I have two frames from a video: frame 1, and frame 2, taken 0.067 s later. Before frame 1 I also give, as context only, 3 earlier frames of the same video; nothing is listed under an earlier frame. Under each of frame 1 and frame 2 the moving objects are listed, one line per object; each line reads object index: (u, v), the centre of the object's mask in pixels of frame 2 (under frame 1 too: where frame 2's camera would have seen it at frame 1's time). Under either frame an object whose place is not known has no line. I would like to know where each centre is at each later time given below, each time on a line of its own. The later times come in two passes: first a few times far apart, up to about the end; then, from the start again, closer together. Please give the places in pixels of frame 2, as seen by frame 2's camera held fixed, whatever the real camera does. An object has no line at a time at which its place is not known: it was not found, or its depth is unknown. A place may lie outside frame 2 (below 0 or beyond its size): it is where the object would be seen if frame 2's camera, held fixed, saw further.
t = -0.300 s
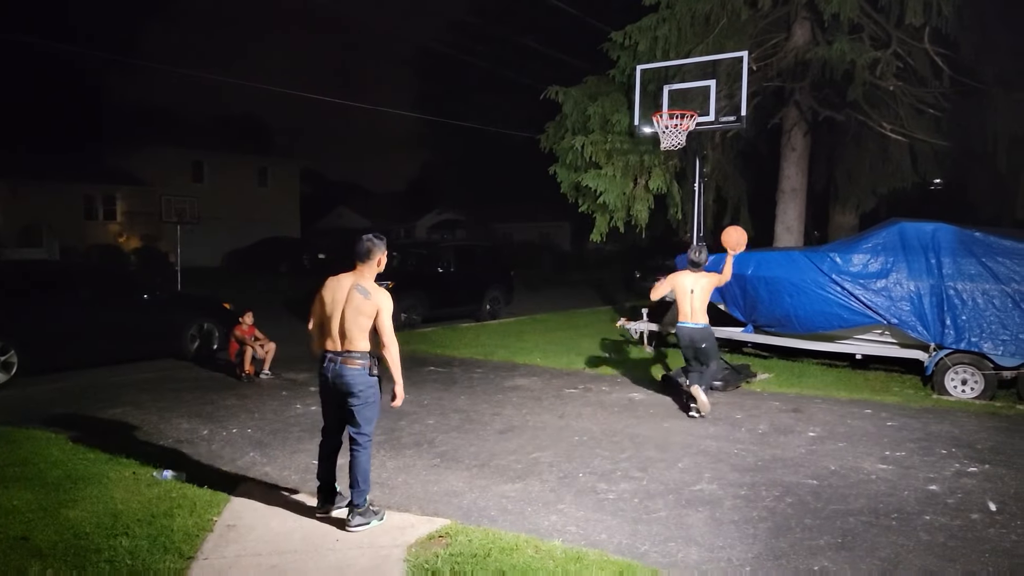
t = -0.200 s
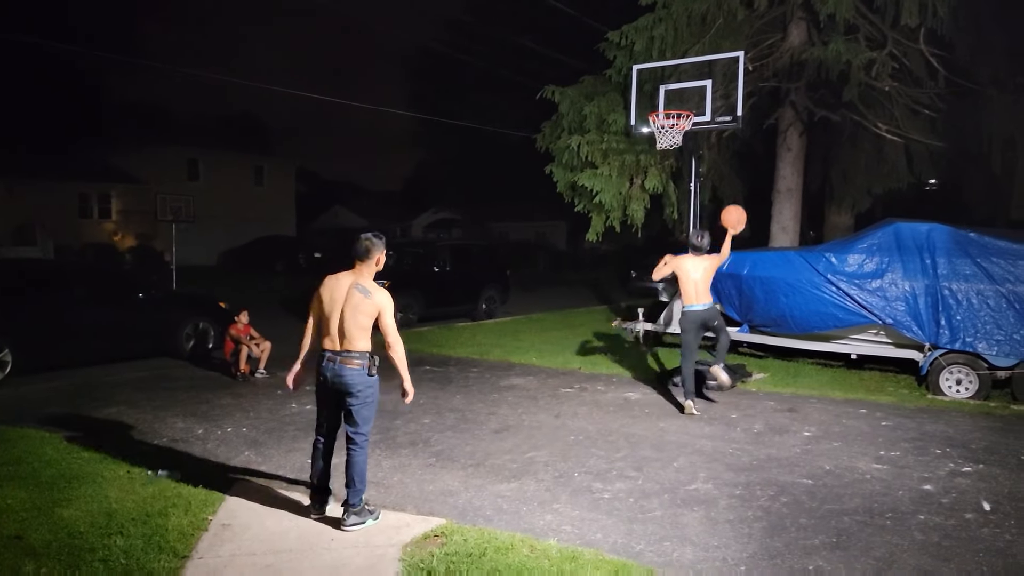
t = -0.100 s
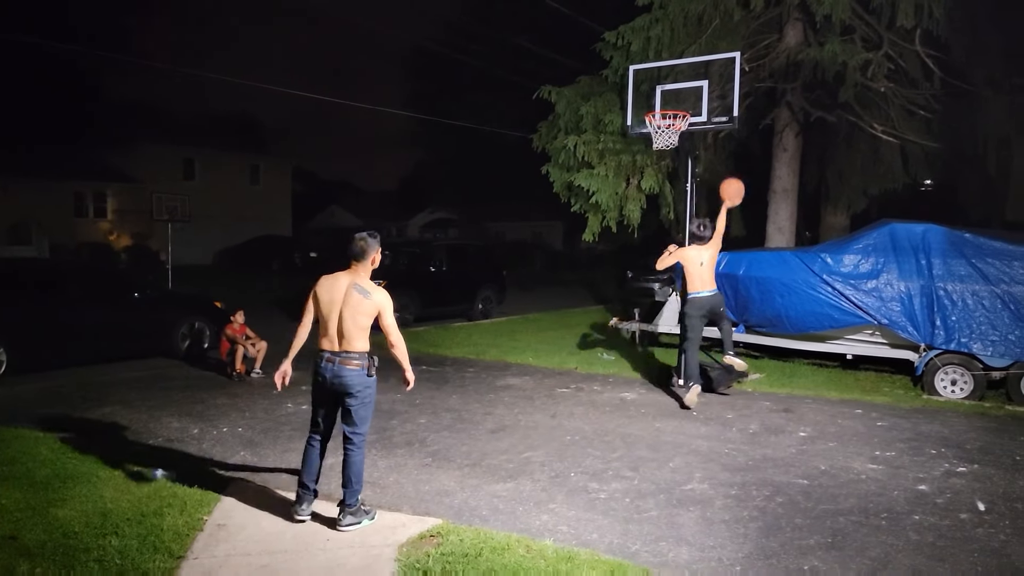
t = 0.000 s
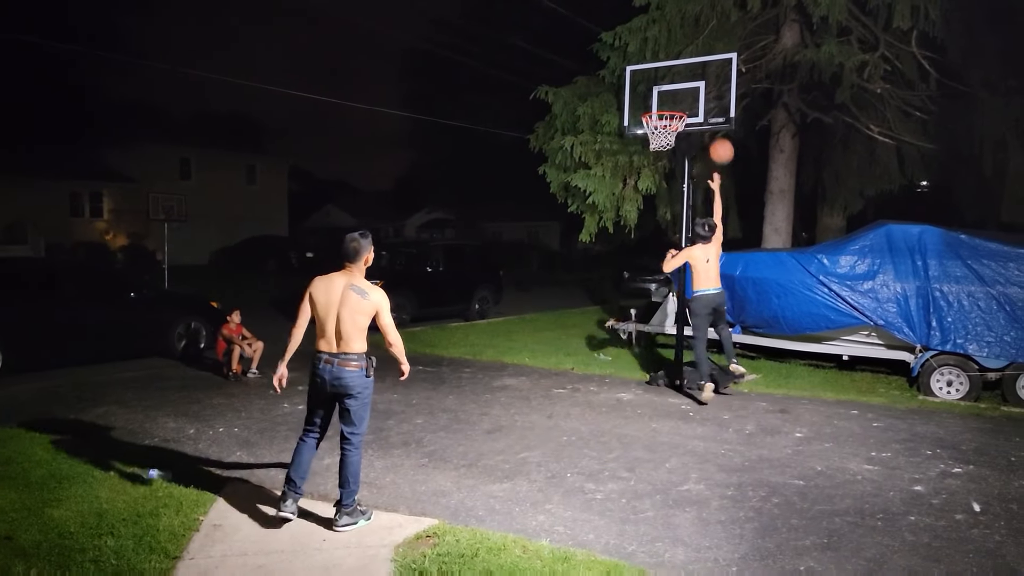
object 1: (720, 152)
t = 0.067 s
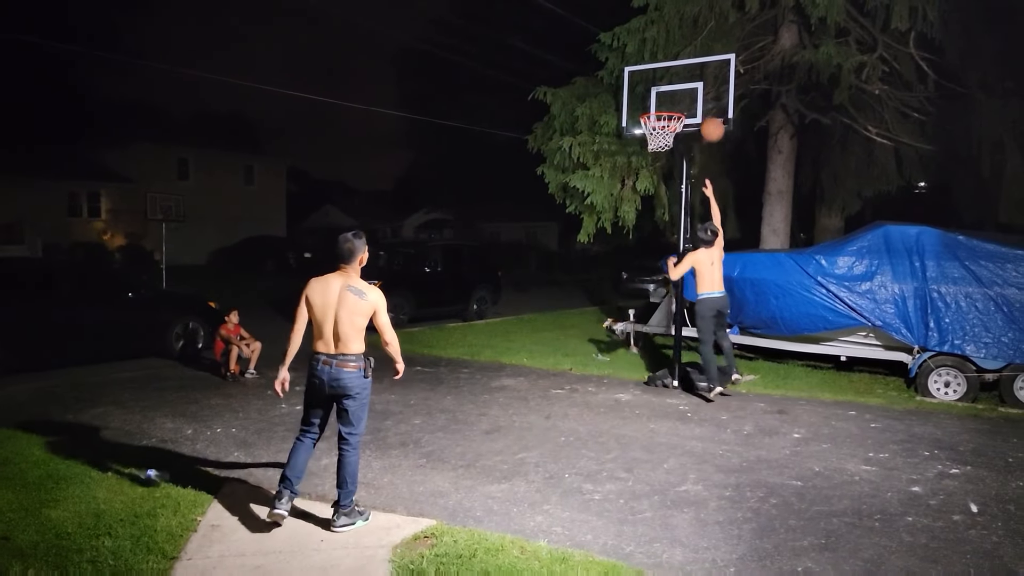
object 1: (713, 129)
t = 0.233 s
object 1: (694, 95)
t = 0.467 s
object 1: (657, 87)
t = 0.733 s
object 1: (615, 134)
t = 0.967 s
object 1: (577, 228)
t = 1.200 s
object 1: (537, 371)
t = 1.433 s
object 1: (536, 282)
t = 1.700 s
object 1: (539, 201)
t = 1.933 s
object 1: (542, 183)
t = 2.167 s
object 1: (545, 216)
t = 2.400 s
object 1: (549, 300)
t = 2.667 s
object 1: (551, 350)
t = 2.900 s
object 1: (548, 276)
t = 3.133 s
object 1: (545, 251)
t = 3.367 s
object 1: (542, 282)
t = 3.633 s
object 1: (539, 386)
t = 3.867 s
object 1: (537, 343)
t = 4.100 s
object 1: (534, 304)
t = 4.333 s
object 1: (531, 322)
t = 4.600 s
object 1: (530, 421)
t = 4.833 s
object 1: (537, 353)
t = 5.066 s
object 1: (546, 344)
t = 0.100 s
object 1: (709, 120)
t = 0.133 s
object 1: (705, 112)
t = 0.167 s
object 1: (702, 106)
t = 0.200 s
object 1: (698, 100)
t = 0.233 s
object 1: (694, 95)
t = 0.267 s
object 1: (689, 91)
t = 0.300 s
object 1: (684, 88)
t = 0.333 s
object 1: (679, 86)
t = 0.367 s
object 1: (673, 85)
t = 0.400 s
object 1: (668, 85)
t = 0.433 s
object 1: (663, 86)
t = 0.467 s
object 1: (657, 87)
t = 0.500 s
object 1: (651, 90)
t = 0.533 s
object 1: (646, 94)
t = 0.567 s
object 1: (640, 99)
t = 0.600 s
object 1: (638, 102)
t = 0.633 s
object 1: (633, 108)
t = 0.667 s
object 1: (627, 116)
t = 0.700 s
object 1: (620, 124)
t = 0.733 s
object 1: (615, 134)
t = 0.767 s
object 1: (610, 144)
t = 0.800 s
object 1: (604, 155)
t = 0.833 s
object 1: (599, 168)
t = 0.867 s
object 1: (594, 181)
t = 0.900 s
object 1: (588, 195)
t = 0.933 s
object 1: (582, 211)
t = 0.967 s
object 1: (577, 228)
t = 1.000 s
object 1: (571, 245)
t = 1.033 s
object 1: (566, 263)
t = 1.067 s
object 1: (560, 282)
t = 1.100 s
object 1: (555, 303)
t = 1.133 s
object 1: (549, 324)
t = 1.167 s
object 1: (544, 346)
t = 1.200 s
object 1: (537, 371)
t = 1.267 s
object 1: (534, 364)
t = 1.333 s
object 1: (535, 328)
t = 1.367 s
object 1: (535, 311)
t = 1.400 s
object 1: (535, 296)
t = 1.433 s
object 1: (536, 282)
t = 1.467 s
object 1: (536, 268)
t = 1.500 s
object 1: (536, 256)
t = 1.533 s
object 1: (537, 244)
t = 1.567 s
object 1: (537, 234)
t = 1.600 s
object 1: (538, 224)
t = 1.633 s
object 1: (538, 215)
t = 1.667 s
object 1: (538, 208)
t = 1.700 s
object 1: (539, 201)
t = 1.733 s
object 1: (539, 195)
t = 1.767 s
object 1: (540, 191)
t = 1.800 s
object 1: (540, 187)
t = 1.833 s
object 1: (541, 185)
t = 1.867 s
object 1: (541, 183)
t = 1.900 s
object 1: (541, 183)
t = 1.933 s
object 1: (542, 183)
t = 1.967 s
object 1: (542, 185)
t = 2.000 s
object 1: (543, 187)
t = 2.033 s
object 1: (543, 191)
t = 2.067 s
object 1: (544, 196)
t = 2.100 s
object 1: (544, 202)
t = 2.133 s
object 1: (545, 208)
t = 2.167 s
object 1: (545, 216)
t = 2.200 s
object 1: (546, 225)
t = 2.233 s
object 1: (547, 235)
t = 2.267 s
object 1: (547, 245)
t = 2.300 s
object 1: (548, 258)
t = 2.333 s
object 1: (548, 271)
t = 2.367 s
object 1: (549, 285)
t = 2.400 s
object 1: (549, 300)
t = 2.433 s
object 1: (550, 316)
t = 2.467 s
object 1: (551, 333)
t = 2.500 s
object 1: (551, 351)
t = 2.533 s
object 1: (551, 371)
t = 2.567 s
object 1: (552, 390)
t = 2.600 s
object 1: (551, 380)
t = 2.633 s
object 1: (551, 365)
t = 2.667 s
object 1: (551, 350)
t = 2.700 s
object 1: (550, 336)
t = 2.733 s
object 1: (550, 324)
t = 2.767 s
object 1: (550, 312)
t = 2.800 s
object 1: (549, 302)
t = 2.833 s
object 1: (548, 292)
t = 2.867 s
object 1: (548, 283)
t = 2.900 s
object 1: (548, 276)
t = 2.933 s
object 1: (548, 269)
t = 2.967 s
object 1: (547, 263)
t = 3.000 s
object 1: (547, 259)
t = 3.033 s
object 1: (546, 255)
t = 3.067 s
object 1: (546, 253)
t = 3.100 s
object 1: (545, 252)
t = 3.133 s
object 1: (545, 251)
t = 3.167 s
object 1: (544, 253)
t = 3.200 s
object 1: (544, 254)
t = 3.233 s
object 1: (544, 258)
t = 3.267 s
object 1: (543, 262)
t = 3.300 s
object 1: (543, 267)
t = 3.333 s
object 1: (542, 274)
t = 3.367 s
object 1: (542, 282)
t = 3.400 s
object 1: (541, 291)
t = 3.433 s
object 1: (541, 301)
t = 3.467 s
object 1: (541, 312)
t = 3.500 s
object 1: (540, 325)
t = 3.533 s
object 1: (540, 338)
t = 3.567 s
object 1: (540, 353)
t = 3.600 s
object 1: (539, 369)
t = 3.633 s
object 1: (539, 386)
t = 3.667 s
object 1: (539, 395)
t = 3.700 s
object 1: (539, 404)
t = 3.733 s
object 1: (538, 390)
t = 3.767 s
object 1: (538, 377)
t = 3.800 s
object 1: (537, 364)
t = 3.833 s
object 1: (537, 353)
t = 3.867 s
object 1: (537, 343)
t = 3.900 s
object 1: (536, 334)
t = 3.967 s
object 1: (535, 319)
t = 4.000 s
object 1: (535, 313)
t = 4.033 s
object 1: (535, 309)
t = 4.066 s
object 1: (534, 306)
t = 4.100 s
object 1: (534, 304)
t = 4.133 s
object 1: (533, 303)
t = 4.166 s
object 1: (533, 303)
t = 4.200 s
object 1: (533, 304)
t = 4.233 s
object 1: (532, 307)
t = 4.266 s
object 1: (532, 311)
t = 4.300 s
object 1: (532, 316)
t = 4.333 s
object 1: (531, 322)
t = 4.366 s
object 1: (531, 330)
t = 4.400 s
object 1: (531, 339)
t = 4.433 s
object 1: (531, 350)
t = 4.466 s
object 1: (530, 362)
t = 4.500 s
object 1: (530, 375)
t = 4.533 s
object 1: (530, 389)
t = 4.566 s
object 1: (530, 405)
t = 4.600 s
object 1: (530, 421)
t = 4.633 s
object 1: (531, 409)
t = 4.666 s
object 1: (532, 396)
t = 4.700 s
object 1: (533, 385)
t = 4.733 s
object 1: (534, 375)
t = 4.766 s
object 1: (535, 367)
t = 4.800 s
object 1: (536, 359)
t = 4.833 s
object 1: (537, 353)
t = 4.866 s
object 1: (539, 348)
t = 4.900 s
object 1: (540, 344)
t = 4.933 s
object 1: (541, 341)
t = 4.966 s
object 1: (542, 340)
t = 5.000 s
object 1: (543, 340)
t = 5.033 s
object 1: (544, 342)
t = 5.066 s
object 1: (546, 344)
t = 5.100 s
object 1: (547, 348)
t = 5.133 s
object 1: (548, 354)
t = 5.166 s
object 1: (550, 361)
